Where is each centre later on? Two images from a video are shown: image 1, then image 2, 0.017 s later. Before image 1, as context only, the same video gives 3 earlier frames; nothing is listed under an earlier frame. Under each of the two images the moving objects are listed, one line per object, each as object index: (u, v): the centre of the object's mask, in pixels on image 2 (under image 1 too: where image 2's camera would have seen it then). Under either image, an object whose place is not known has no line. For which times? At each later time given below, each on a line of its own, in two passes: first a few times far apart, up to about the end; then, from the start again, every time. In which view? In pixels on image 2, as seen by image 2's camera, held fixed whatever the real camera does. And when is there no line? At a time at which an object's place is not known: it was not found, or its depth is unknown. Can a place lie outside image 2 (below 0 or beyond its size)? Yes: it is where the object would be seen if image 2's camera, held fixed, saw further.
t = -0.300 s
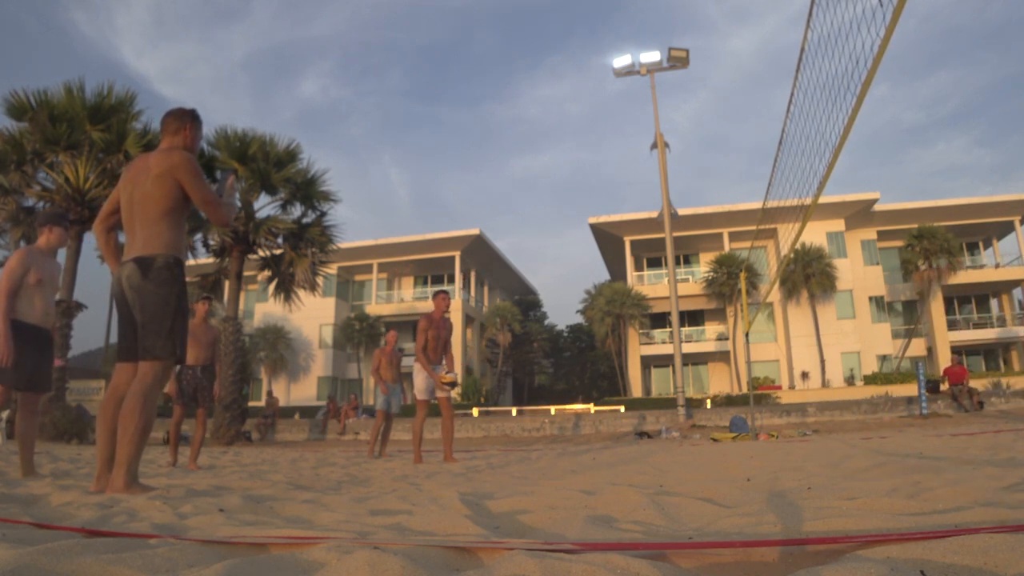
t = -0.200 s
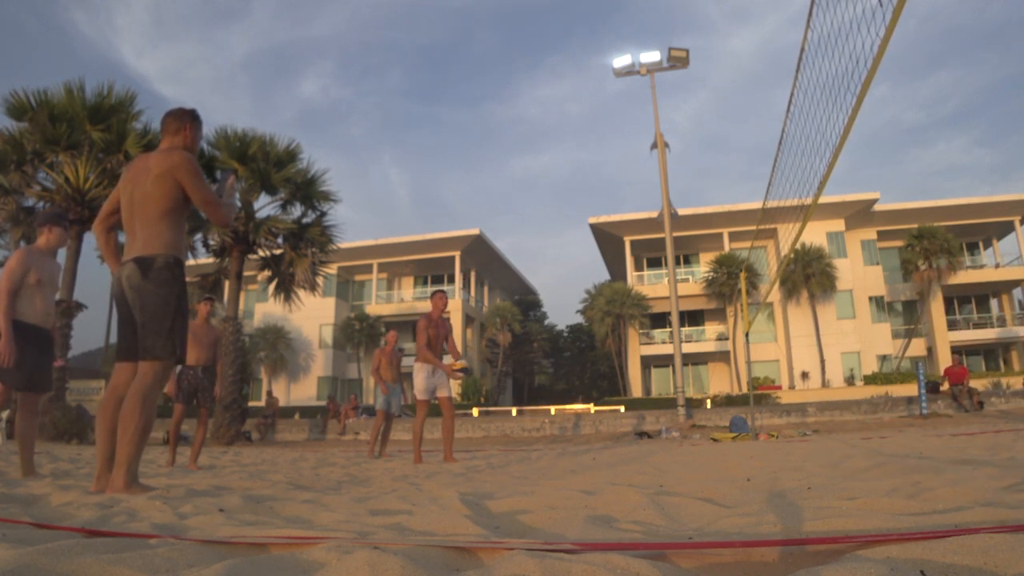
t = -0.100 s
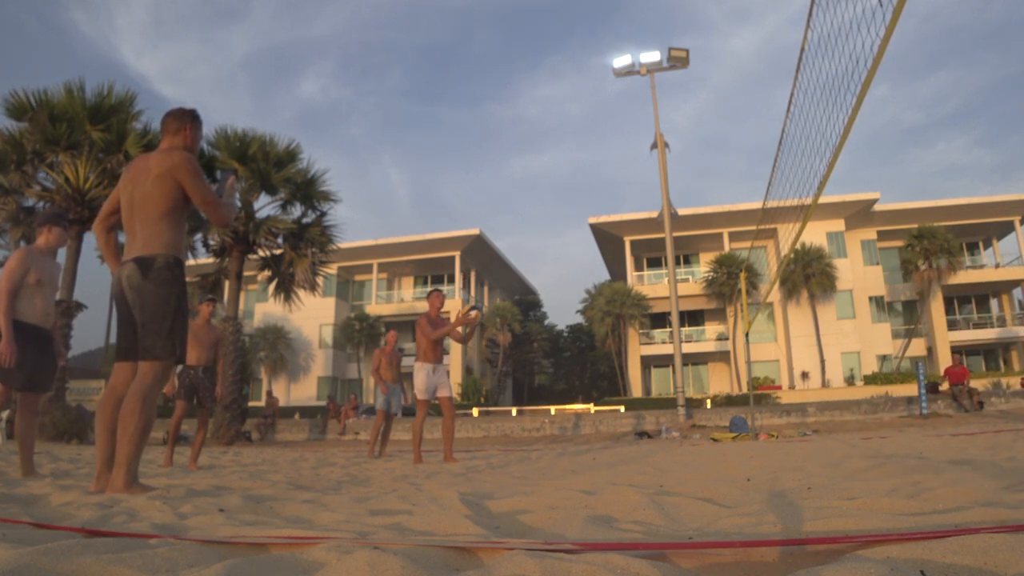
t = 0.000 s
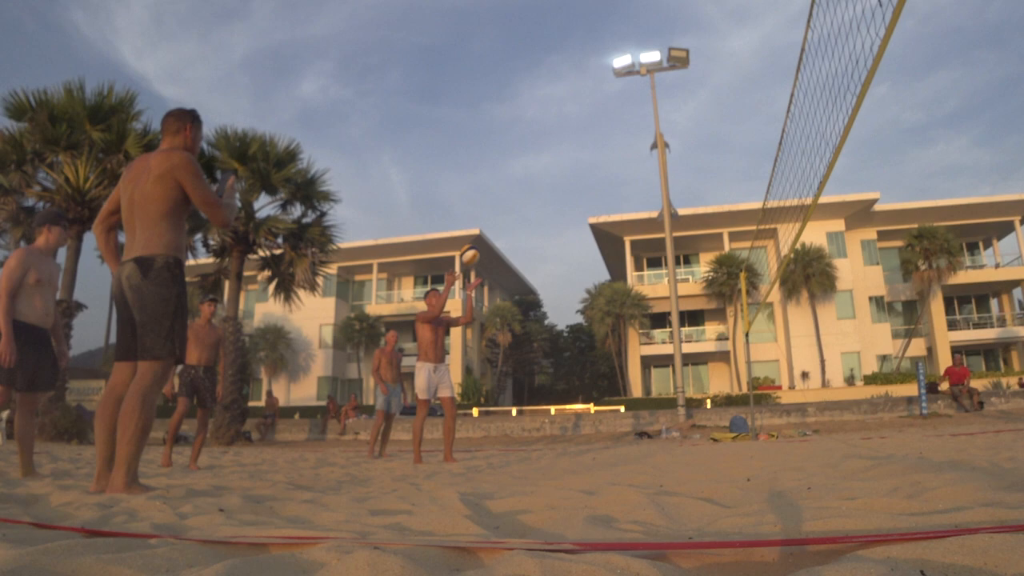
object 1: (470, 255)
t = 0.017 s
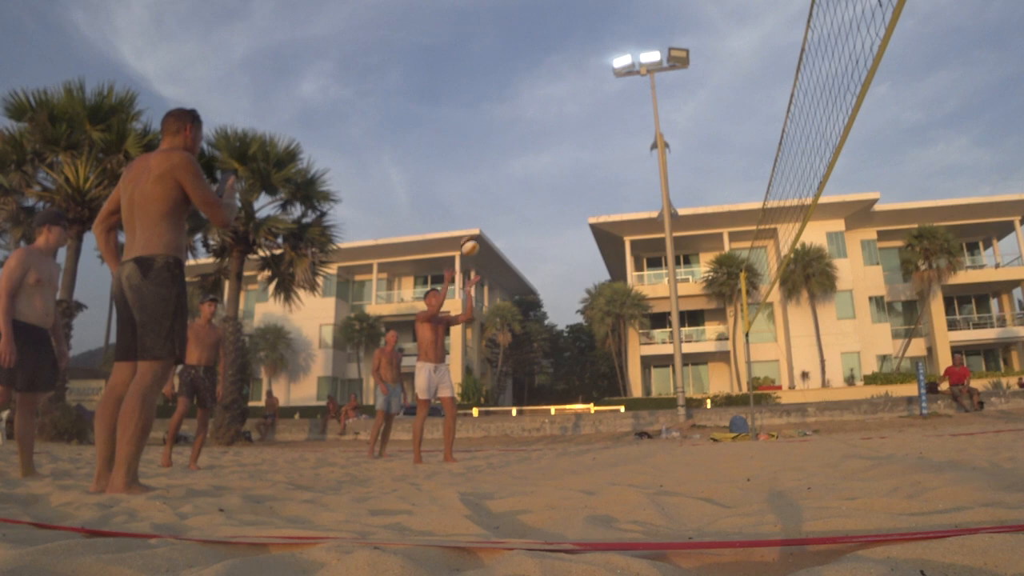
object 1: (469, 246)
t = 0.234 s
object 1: (468, 161)
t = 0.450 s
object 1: (465, 120)
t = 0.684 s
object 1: (463, 118)
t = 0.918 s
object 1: (462, 160)
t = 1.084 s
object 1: (461, 218)
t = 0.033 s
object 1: (469, 238)
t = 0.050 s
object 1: (469, 229)
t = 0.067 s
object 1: (469, 222)
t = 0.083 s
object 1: (469, 215)
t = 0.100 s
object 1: (469, 207)
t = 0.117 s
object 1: (469, 201)
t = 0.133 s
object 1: (469, 194)
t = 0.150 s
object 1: (468, 188)
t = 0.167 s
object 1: (468, 182)
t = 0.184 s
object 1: (468, 176)
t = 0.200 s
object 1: (468, 171)
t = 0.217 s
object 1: (467, 166)
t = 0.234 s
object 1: (468, 161)
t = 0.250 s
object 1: (467, 156)
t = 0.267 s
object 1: (467, 152)
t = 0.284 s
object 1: (467, 148)
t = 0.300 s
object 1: (467, 144)
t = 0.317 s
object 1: (467, 141)
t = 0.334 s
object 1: (466, 137)
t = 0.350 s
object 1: (466, 134)
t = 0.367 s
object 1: (466, 131)
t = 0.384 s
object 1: (466, 129)
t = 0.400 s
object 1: (466, 126)
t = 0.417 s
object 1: (465, 124)
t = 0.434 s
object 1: (465, 122)
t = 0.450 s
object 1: (465, 120)
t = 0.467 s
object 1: (465, 119)
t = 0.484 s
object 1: (465, 117)
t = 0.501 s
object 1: (465, 116)
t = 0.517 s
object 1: (464, 115)
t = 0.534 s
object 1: (464, 115)
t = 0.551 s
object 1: (464, 114)
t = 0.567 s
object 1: (464, 114)
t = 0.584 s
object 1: (464, 114)
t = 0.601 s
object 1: (464, 114)
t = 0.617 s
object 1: (463, 115)
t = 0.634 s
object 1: (463, 115)
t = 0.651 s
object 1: (463, 116)
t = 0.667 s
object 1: (463, 117)
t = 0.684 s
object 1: (463, 118)
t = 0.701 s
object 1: (463, 120)
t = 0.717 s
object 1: (463, 122)
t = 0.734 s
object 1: (463, 124)
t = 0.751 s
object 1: (462, 126)
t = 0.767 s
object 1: (462, 128)
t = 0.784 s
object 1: (462, 131)
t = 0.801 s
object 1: (462, 134)
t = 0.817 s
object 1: (462, 137)
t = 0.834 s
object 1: (462, 140)
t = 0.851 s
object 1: (462, 144)
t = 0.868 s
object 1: (462, 147)
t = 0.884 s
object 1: (462, 151)
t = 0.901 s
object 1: (462, 156)
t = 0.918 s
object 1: (462, 160)
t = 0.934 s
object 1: (462, 165)
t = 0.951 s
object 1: (461, 170)
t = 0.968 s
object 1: (461, 175)
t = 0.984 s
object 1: (461, 180)
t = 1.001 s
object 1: (461, 186)
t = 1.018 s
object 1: (461, 192)
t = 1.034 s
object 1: (461, 198)
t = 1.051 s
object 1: (461, 205)
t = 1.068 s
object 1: (461, 211)
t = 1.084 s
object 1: (461, 218)
